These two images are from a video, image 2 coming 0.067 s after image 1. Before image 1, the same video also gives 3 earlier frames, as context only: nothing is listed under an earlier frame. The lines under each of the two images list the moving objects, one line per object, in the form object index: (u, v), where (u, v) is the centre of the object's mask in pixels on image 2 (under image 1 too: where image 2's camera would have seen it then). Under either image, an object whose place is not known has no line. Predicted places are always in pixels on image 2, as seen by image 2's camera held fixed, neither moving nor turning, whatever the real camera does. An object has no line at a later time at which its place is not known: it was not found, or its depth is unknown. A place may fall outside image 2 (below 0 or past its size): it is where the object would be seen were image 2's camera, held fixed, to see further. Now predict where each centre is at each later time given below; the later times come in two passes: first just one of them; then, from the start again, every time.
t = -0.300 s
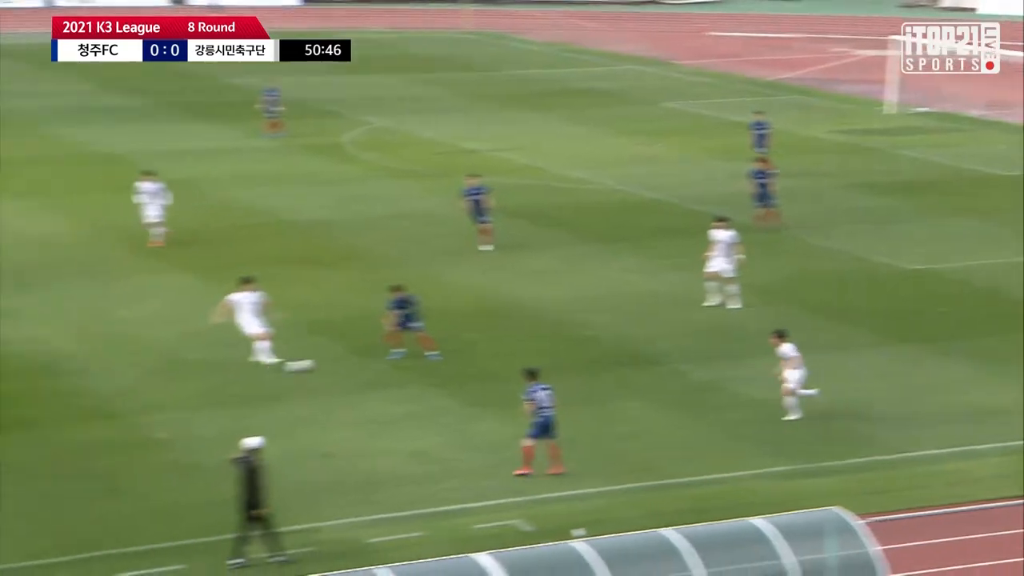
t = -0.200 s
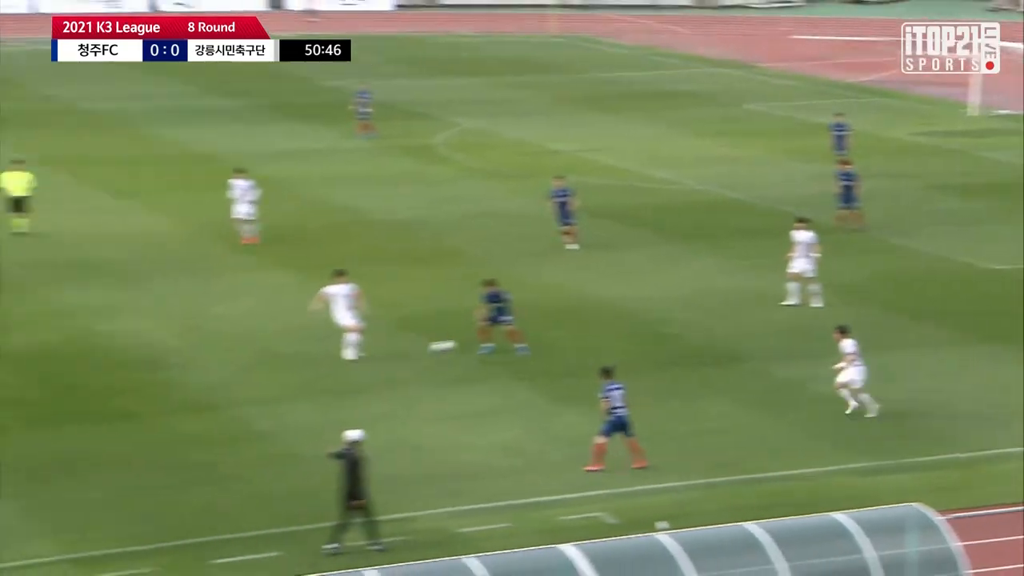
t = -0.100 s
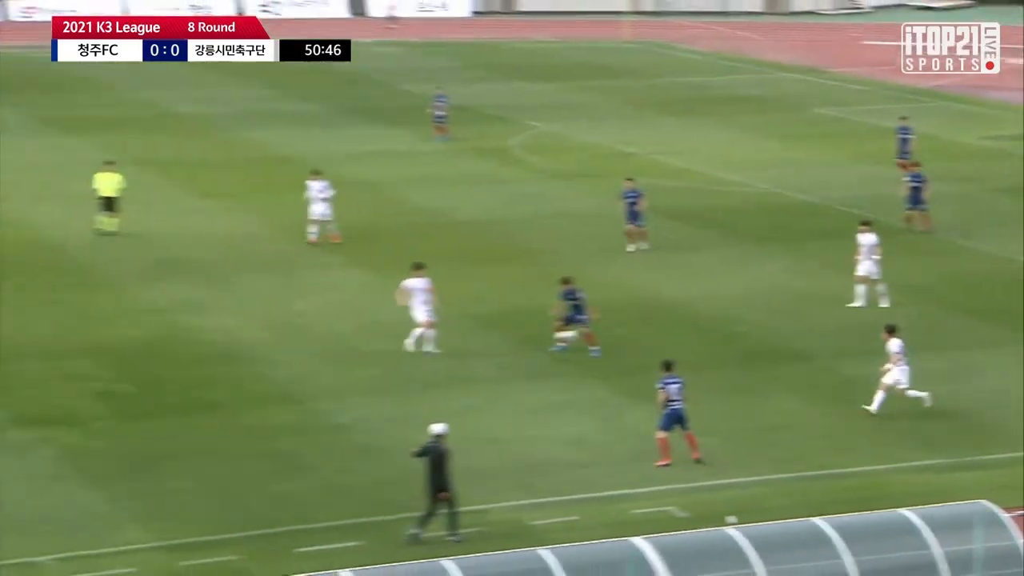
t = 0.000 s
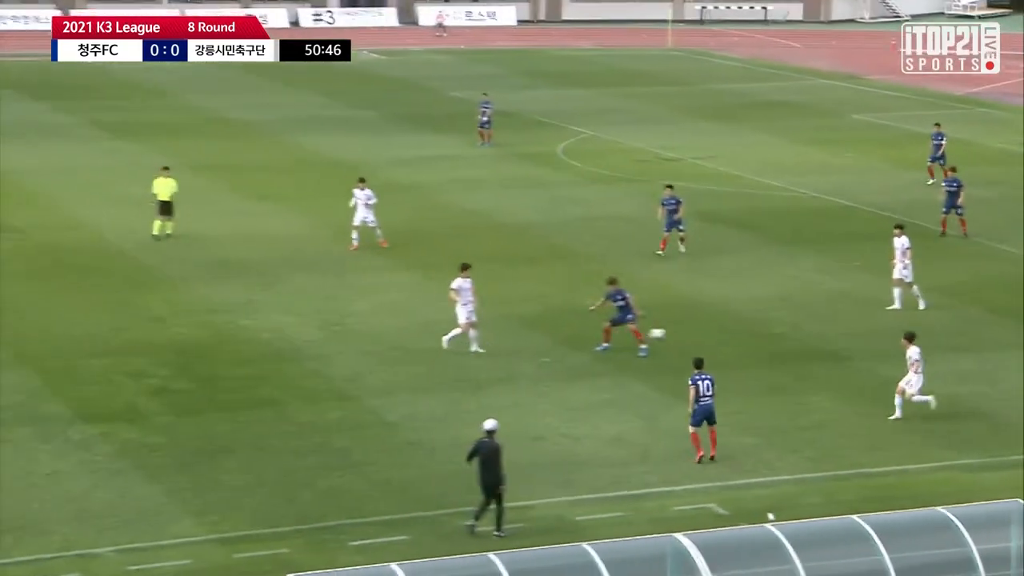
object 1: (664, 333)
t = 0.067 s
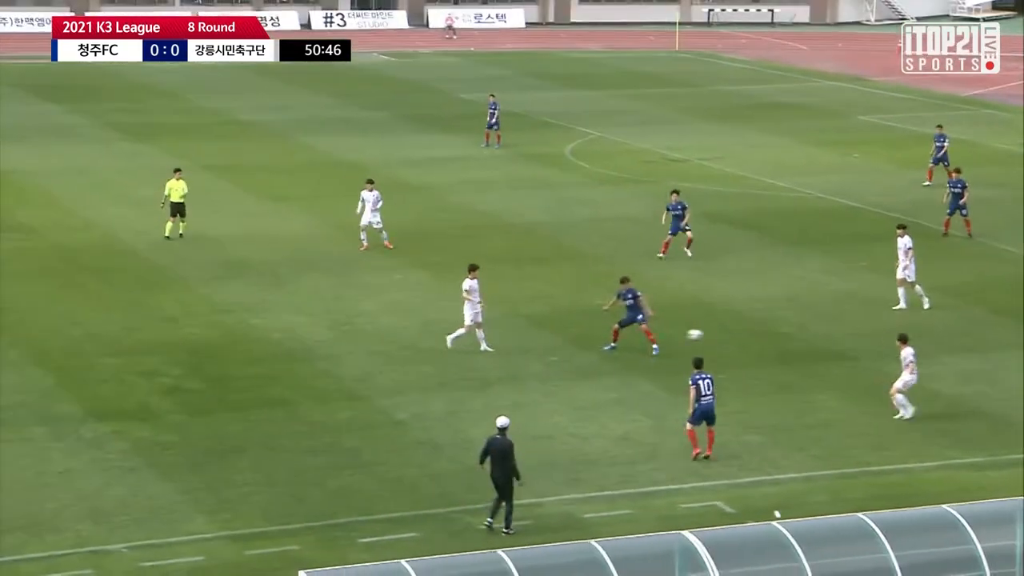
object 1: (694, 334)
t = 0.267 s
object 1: (783, 349)
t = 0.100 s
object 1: (710, 336)
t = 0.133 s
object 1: (725, 338)
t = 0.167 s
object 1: (739, 340)
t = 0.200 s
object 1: (754, 344)
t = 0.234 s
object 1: (769, 347)
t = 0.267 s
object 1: (783, 349)
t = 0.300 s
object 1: (794, 346)
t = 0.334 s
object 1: (804, 343)
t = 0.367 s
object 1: (815, 341)
